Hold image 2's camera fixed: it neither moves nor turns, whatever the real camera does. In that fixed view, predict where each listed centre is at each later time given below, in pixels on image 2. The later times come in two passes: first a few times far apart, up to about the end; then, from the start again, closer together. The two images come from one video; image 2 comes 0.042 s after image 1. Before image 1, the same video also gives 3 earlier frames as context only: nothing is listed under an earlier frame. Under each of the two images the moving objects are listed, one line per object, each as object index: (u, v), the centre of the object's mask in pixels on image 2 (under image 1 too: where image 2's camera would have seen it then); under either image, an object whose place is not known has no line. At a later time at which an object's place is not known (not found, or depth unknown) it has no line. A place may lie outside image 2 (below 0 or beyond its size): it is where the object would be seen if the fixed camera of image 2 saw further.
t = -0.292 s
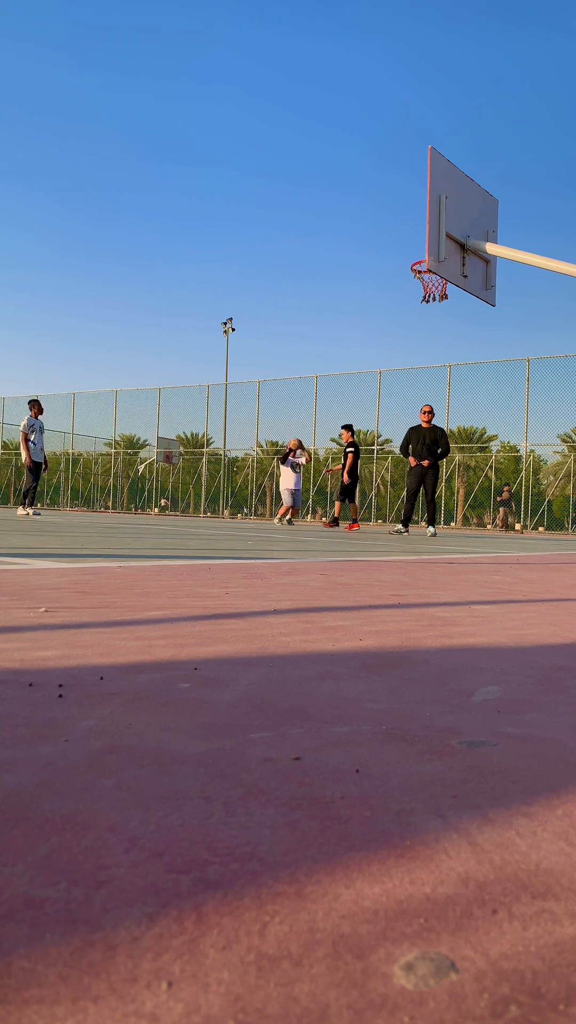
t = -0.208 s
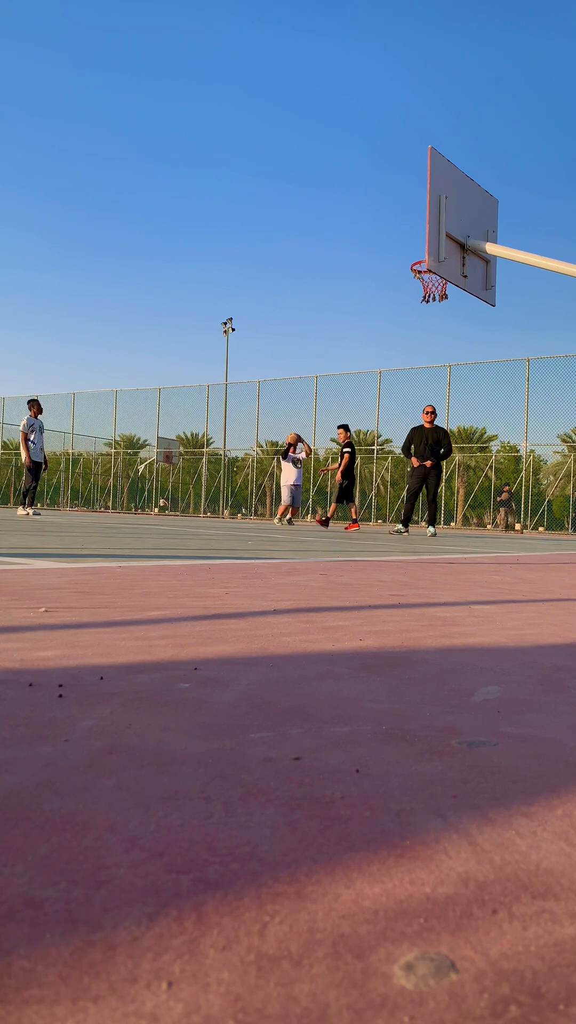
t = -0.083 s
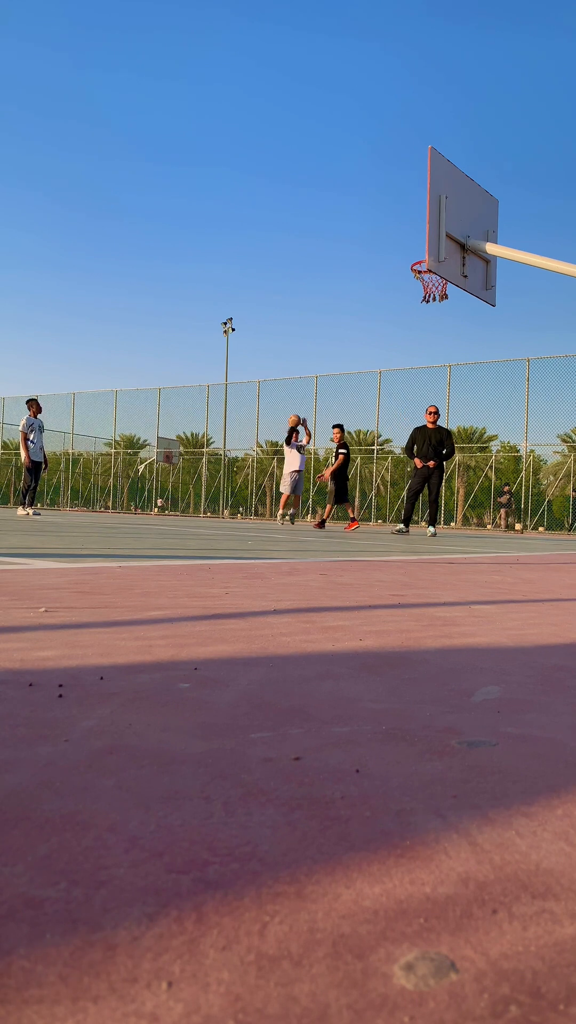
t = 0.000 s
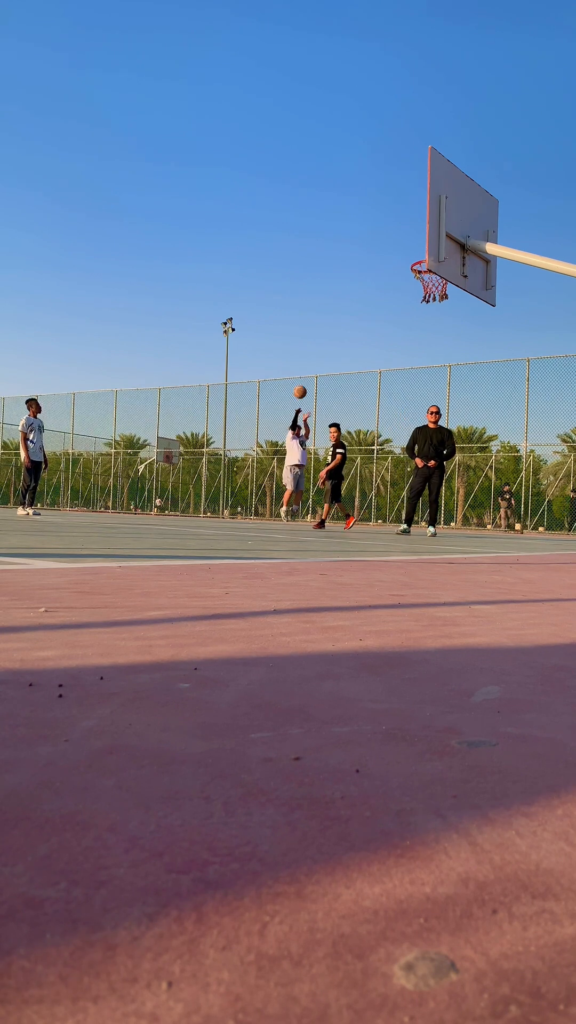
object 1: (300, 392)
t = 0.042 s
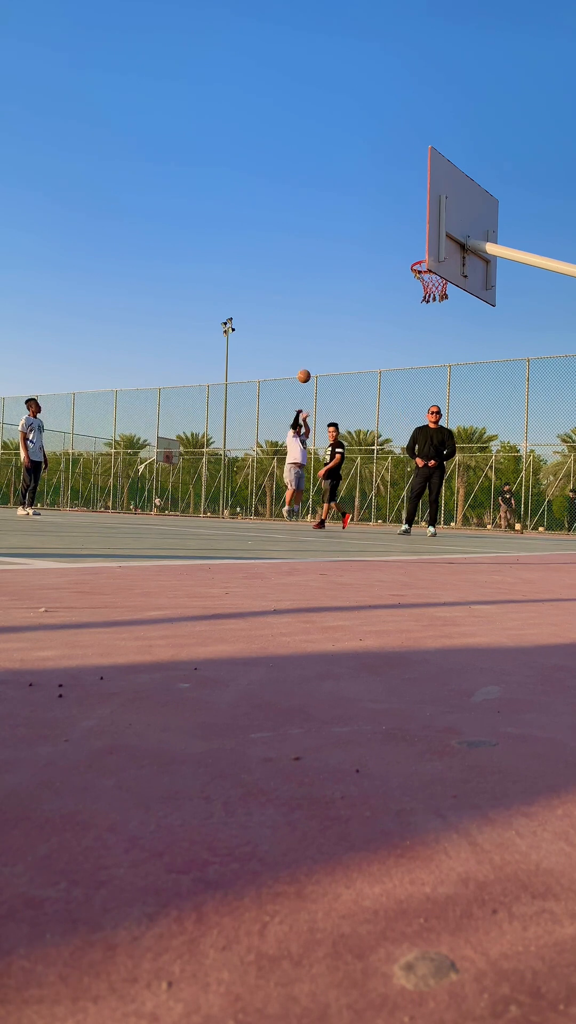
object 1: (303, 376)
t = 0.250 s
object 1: (324, 305)
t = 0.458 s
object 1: (347, 249)
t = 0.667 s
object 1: (370, 213)
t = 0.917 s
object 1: (401, 205)
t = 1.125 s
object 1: (423, 234)
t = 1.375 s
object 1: (404, 246)
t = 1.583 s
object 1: (342, 254)
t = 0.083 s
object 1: (307, 361)
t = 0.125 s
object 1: (312, 346)
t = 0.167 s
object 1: (316, 332)
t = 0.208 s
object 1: (320, 318)
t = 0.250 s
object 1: (324, 305)
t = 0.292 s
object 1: (329, 292)
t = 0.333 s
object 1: (333, 279)
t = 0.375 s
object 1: (338, 268)
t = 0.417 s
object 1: (342, 258)
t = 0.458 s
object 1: (347, 249)
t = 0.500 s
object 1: (351, 240)
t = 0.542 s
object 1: (356, 232)
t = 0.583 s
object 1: (361, 224)
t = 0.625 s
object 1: (366, 218)
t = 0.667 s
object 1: (370, 213)
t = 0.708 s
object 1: (375, 209)
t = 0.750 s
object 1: (380, 206)
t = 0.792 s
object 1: (385, 203)
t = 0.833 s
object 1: (390, 203)
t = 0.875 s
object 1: (395, 203)
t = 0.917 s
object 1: (401, 205)
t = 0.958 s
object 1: (406, 207)
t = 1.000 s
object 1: (412, 212)
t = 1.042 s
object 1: (417, 217)
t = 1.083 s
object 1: (421, 224)
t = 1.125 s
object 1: (423, 234)
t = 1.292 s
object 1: (422, 252)
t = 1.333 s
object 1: (416, 249)
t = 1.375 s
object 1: (404, 246)
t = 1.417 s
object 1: (391, 244)
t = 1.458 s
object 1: (379, 244)
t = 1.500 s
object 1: (366, 246)
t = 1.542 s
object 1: (354, 249)
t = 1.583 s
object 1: (342, 254)
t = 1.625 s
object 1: (330, 259)
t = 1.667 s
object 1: (319, 266)
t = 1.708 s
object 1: (307, 275)
